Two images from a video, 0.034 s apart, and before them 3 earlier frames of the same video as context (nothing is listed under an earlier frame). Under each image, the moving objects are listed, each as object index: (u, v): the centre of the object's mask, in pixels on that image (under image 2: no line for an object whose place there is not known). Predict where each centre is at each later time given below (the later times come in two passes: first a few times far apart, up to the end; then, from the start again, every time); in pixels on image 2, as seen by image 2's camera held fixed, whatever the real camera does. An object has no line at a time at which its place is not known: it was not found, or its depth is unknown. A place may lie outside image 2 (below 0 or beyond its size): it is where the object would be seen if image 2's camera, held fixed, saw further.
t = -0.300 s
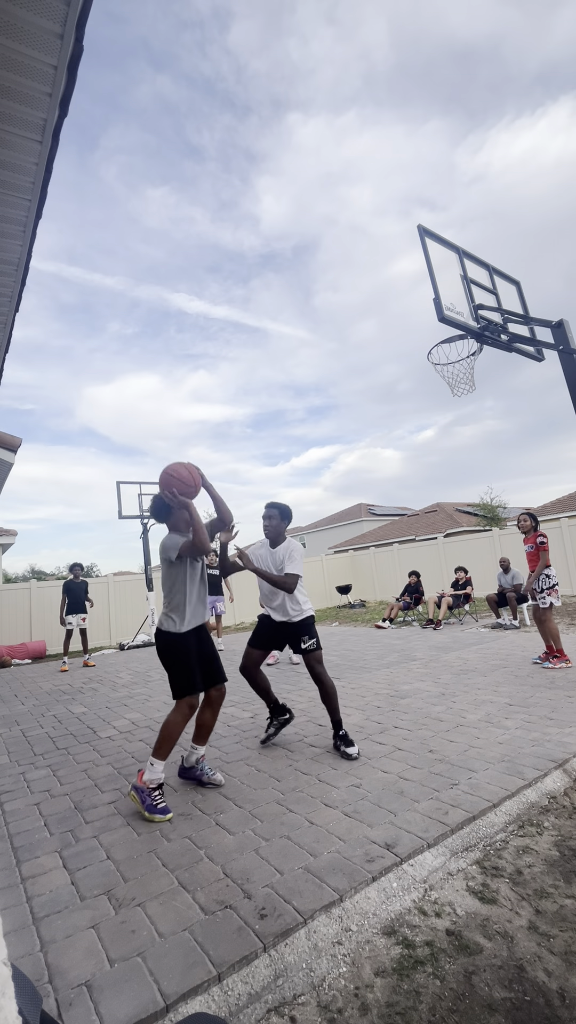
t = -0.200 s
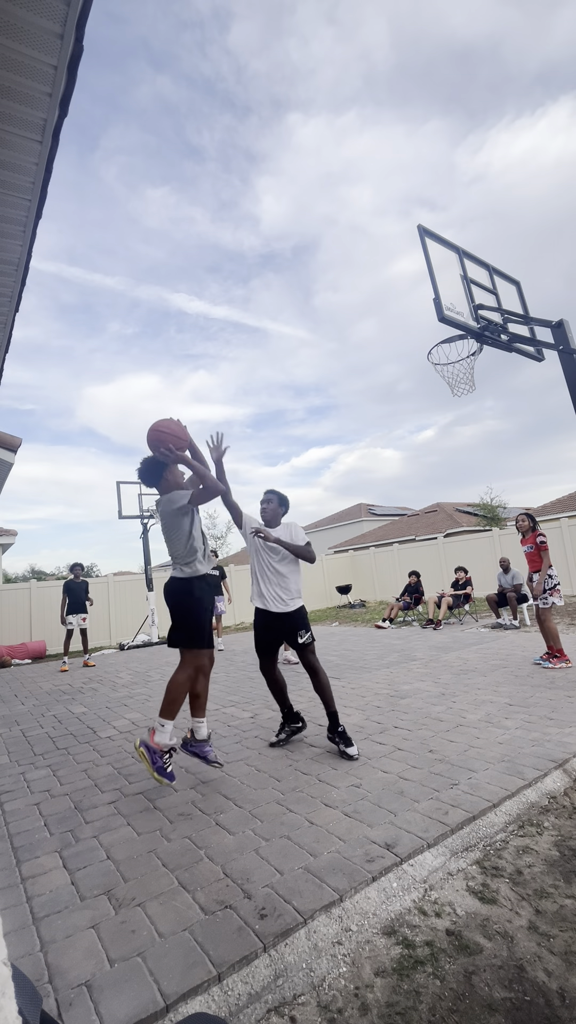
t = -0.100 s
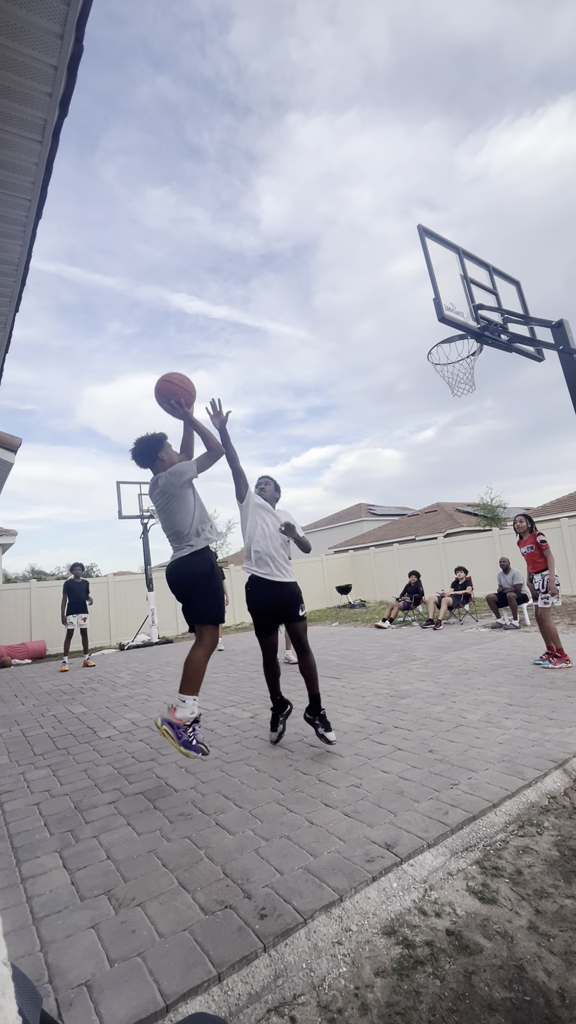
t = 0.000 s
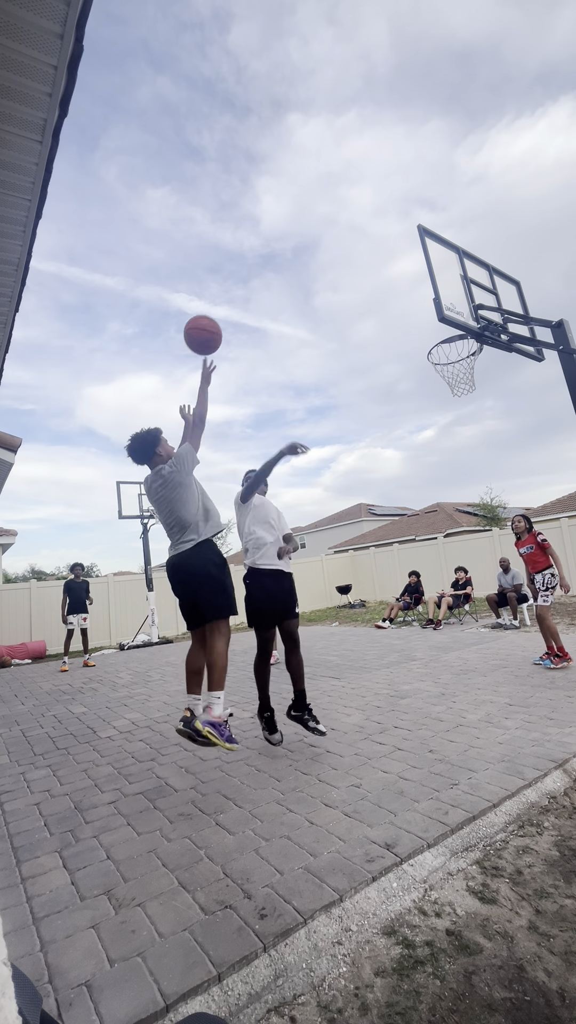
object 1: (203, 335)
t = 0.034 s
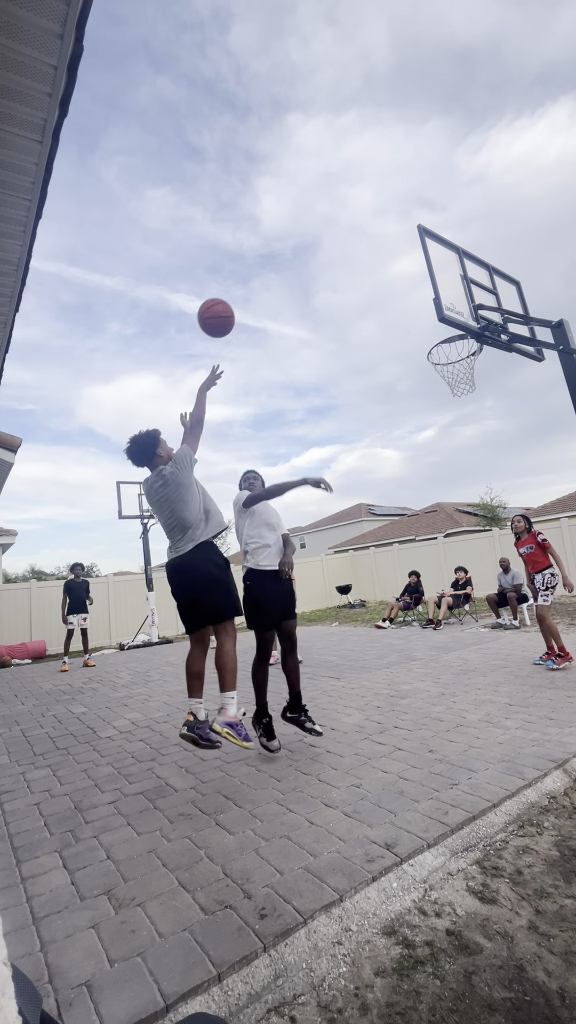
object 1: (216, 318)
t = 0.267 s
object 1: (296, 257)
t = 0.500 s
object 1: (362, 267)
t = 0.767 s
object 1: (429, 338)
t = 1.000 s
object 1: (463, 344)
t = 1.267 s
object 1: (507, 369)
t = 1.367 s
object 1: (526, 398)
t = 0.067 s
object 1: (229, 303)
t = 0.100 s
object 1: (241, 290)
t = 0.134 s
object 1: (253, 280)
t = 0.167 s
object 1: (264, 272)
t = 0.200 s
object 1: (275, 265)
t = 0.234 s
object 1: (286, 260)
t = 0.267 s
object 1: (296, 257)
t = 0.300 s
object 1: (306, 254)
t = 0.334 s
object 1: (316, 254)
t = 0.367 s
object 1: (325, 254)
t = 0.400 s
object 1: (335, 256)
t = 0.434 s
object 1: (344, 258)
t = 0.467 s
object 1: (353, 262)
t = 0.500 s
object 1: (362, 267)
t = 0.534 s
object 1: (370, 273)
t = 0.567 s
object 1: (379, 280)
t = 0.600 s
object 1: (387, 287)
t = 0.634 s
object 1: (396, 296)
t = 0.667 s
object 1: (404, 305)
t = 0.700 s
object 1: (413, 316)
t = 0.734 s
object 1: (421, 327)
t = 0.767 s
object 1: (429, 338)
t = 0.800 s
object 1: (437, 351)
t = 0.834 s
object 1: (442, 352)
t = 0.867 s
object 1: (447, 352)
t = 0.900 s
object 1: (451, 349)
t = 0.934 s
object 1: (456, 344)
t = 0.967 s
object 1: (460, 344)
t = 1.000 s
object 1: (463, 344)
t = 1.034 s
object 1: (467, 345)
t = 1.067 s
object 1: (470, 346)
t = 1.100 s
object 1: (478, 348)
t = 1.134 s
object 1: (483, 350)
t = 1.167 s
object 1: (489, 354)
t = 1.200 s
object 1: (495, 358)
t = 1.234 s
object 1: (501, 362)
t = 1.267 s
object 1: (507, 369)
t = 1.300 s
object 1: (513, 378)
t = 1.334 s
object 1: (519, 387)
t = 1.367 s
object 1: (526, 398)
